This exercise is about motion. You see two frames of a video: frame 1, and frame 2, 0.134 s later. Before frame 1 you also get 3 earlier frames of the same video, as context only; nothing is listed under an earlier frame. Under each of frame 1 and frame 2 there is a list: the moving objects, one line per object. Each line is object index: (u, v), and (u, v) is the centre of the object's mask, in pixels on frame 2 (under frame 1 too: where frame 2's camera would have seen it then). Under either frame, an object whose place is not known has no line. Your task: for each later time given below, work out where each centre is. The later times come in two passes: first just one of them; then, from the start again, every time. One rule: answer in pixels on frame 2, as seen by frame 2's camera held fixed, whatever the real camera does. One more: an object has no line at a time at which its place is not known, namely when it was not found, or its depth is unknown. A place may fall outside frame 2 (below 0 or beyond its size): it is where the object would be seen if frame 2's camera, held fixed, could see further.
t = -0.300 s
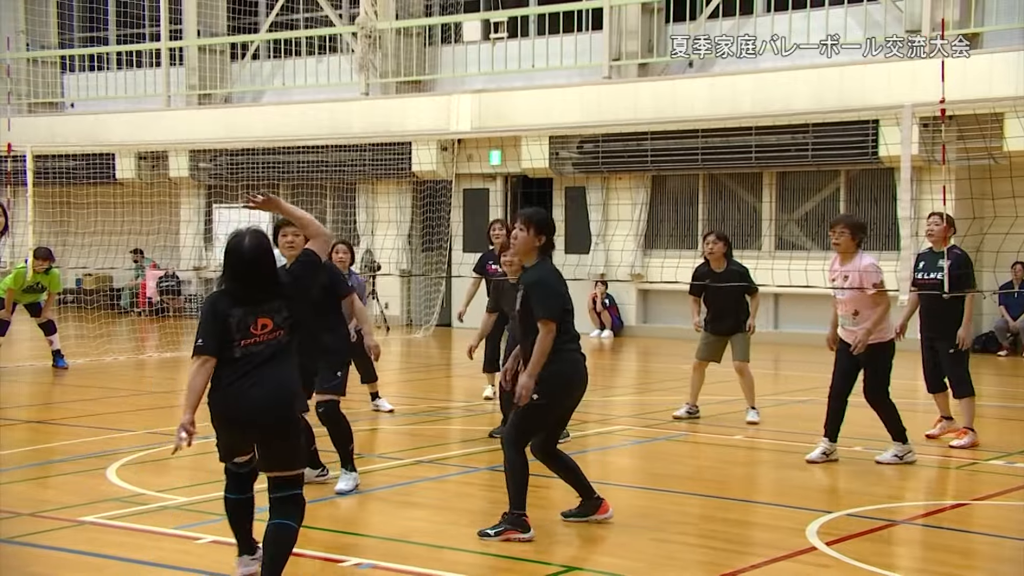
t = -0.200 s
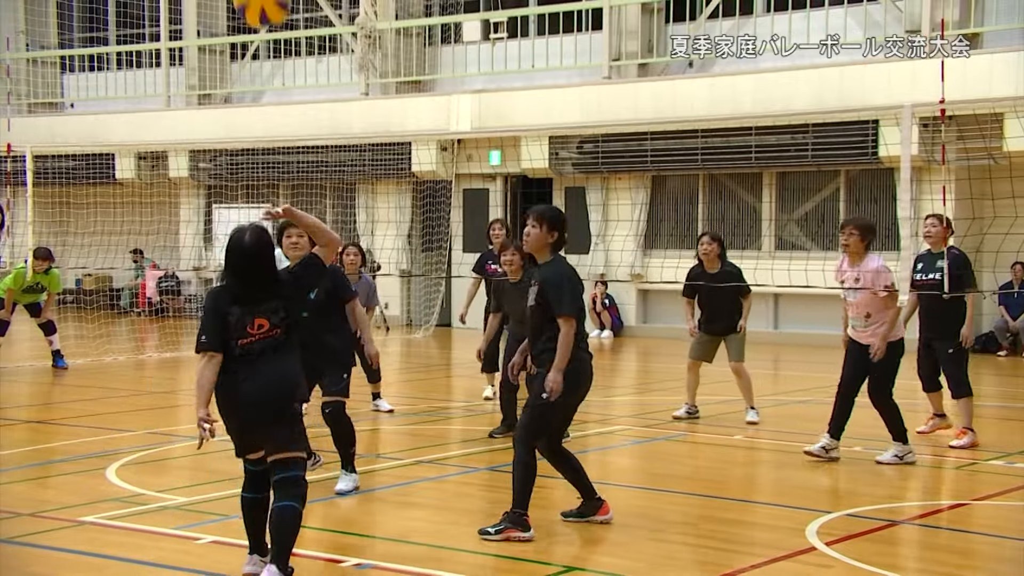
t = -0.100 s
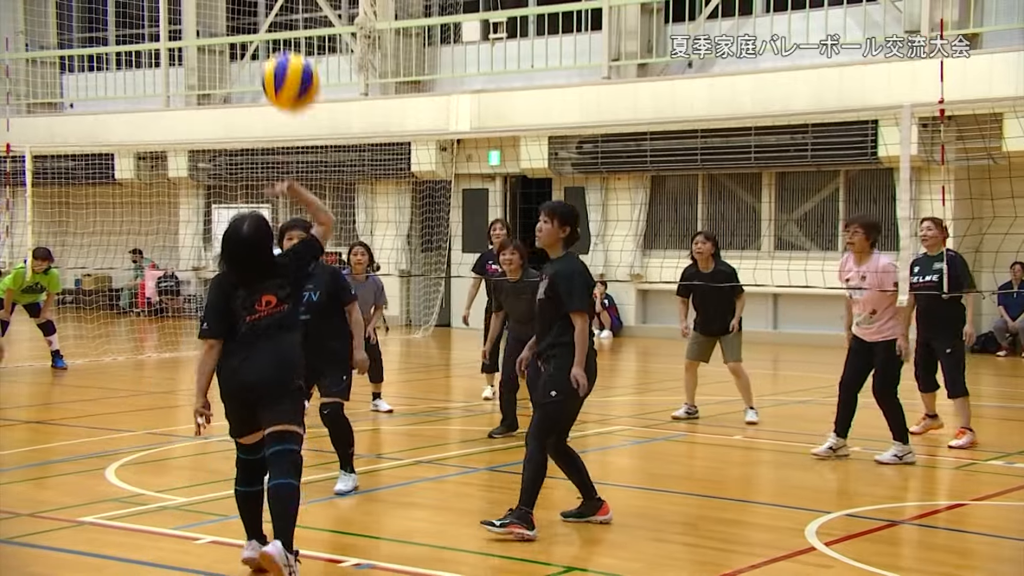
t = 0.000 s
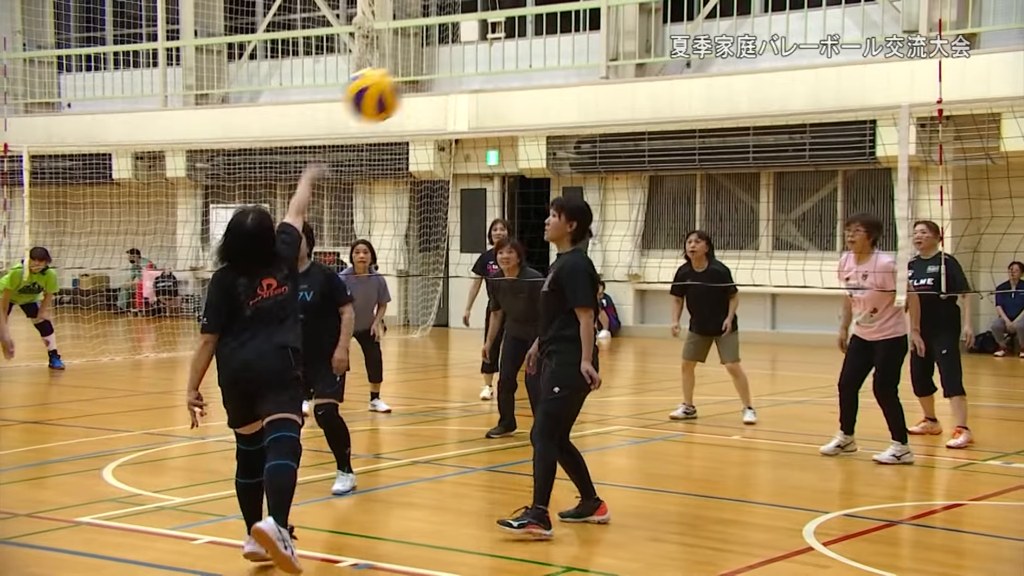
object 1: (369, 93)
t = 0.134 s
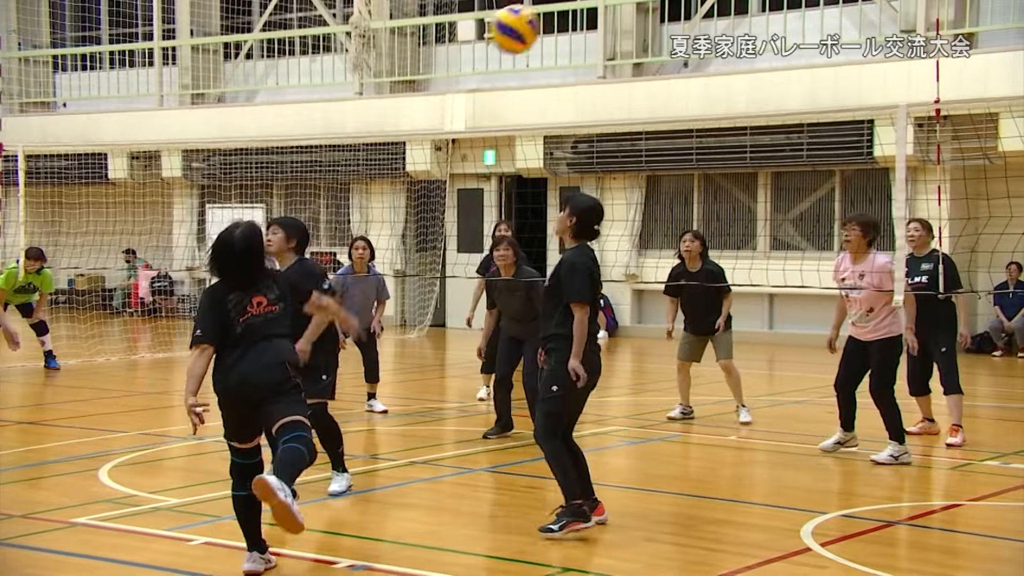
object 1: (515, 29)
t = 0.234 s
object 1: (590, 15)
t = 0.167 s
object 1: (541, 20)
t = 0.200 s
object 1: (567, 16)
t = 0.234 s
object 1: (590, 15)
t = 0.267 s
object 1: (612, 14)
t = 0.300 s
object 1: (632, 16)
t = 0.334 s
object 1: (651, 19)
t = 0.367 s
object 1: (668, 23)
